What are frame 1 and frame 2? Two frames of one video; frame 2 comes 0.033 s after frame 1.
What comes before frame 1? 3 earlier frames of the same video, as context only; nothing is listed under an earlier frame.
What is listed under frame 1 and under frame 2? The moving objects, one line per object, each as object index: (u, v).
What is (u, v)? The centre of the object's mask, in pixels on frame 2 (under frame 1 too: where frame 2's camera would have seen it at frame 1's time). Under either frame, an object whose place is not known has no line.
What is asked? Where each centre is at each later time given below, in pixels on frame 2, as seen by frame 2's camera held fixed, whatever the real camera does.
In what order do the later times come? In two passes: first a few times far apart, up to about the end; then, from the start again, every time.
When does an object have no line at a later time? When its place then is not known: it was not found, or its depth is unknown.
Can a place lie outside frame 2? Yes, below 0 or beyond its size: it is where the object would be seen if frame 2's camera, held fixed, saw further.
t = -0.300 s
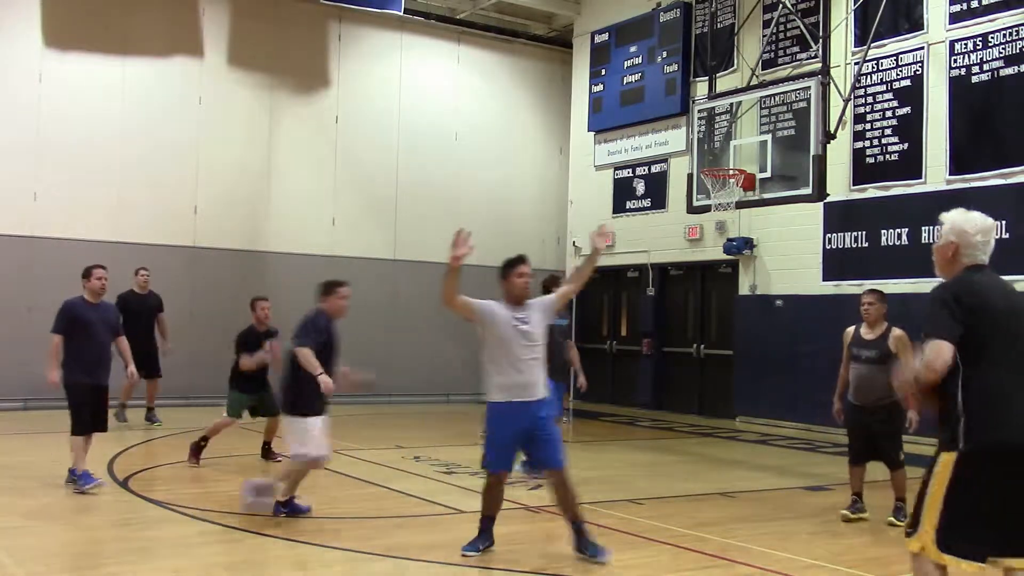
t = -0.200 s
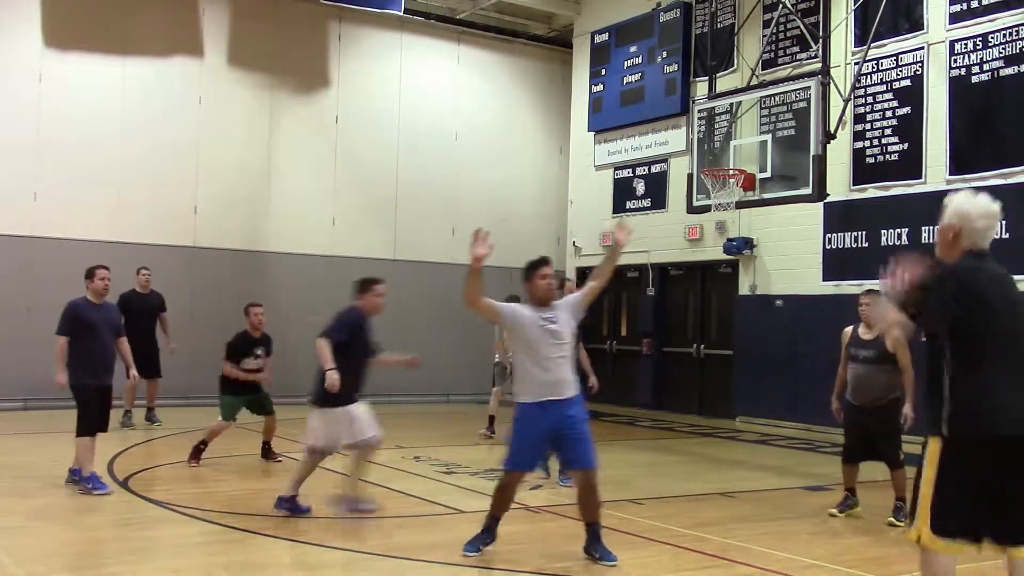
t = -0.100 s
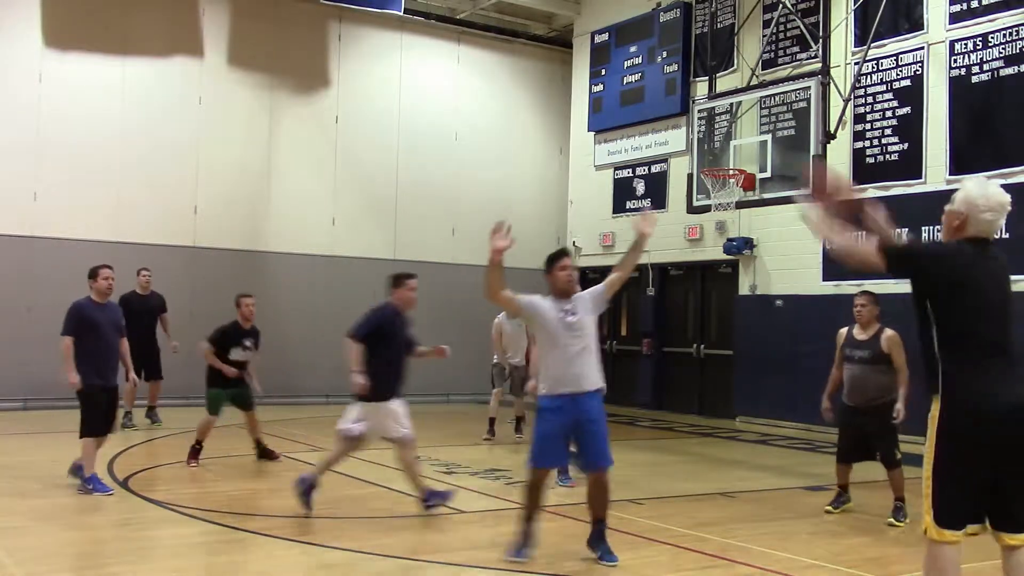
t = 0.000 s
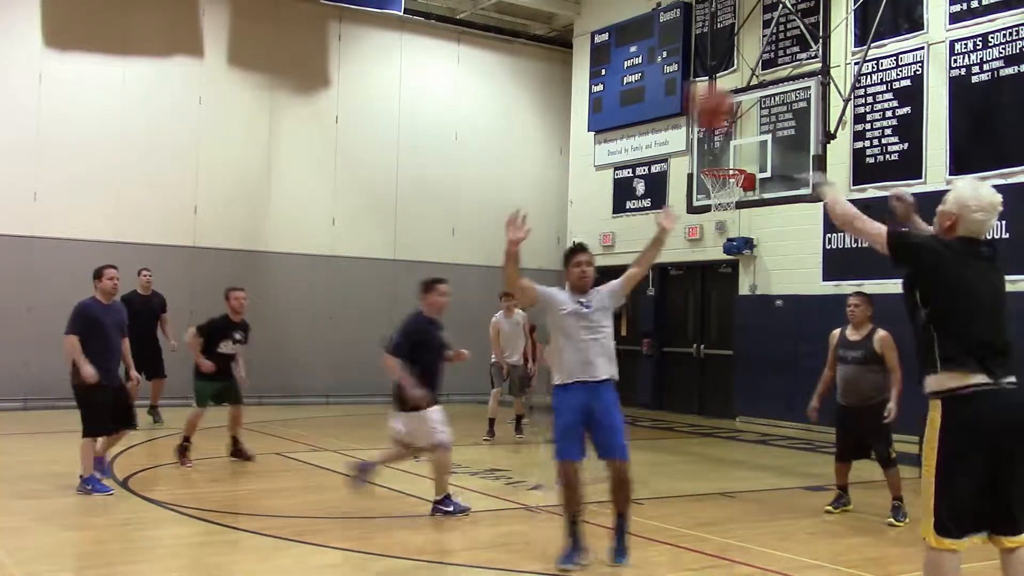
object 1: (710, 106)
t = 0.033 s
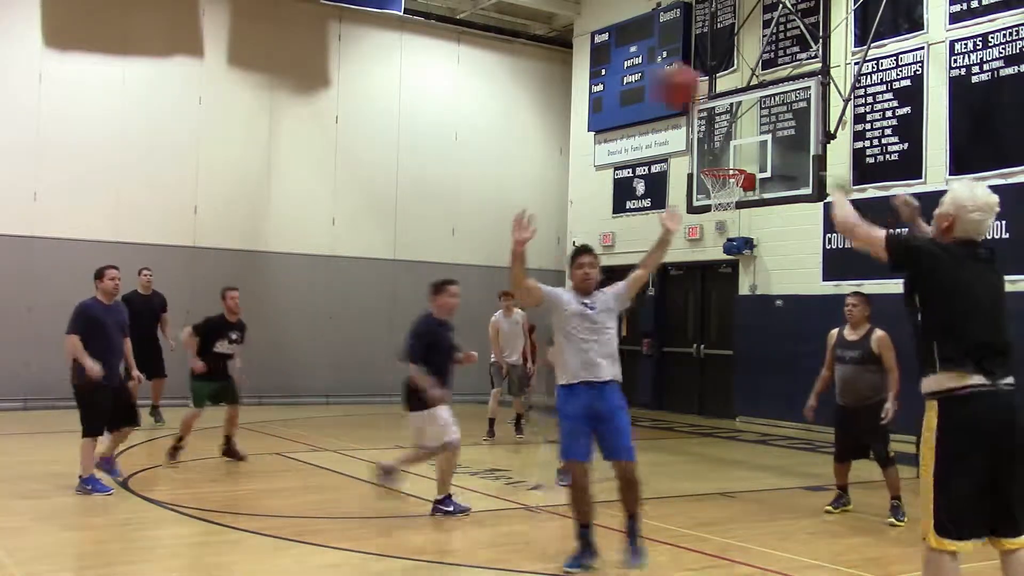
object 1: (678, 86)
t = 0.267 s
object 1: (504, 21)
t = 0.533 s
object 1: (376, 56)
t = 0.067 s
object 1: (649, 72)
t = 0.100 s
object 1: (620, 54)
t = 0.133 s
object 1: (594, 45)
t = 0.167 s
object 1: (567, 34)
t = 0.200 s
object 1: (546, 28)
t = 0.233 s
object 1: (527, 24)
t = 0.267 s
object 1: (504, 21)
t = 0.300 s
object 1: (485, 21)
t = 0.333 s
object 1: (464, 22)
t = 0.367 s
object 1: (447, 25)
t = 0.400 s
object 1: (435, 28)
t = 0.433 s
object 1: (418, 32)
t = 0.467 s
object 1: (402, 39)
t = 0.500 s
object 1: (389, 48)
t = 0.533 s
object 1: (376, 56)
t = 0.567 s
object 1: (363, 66)
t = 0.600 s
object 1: (351, 77)
